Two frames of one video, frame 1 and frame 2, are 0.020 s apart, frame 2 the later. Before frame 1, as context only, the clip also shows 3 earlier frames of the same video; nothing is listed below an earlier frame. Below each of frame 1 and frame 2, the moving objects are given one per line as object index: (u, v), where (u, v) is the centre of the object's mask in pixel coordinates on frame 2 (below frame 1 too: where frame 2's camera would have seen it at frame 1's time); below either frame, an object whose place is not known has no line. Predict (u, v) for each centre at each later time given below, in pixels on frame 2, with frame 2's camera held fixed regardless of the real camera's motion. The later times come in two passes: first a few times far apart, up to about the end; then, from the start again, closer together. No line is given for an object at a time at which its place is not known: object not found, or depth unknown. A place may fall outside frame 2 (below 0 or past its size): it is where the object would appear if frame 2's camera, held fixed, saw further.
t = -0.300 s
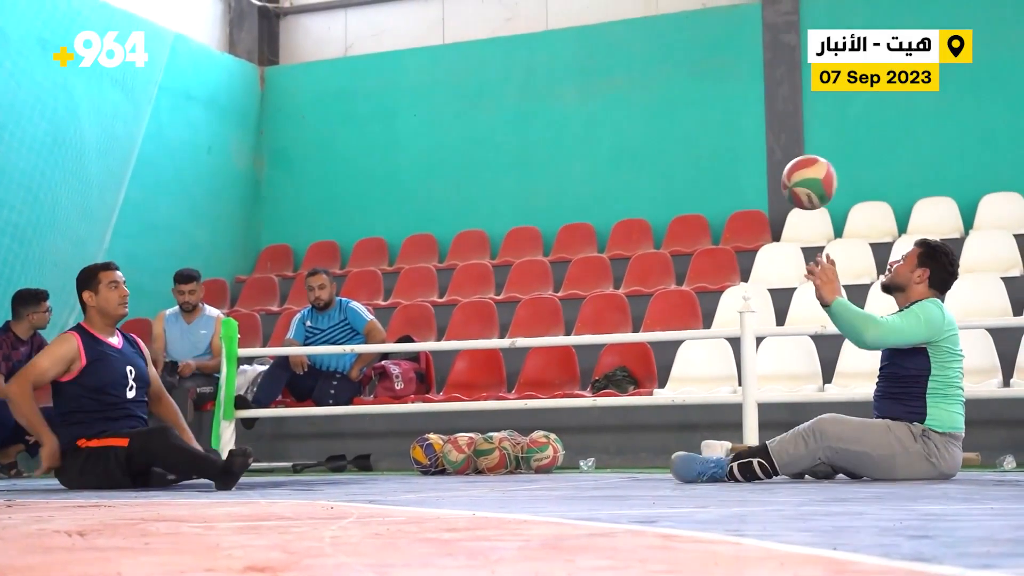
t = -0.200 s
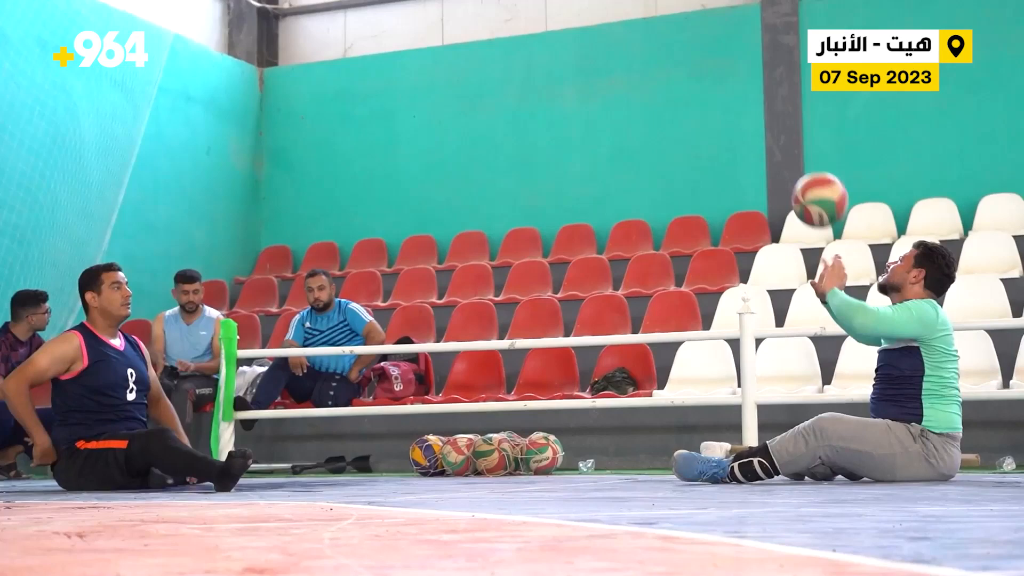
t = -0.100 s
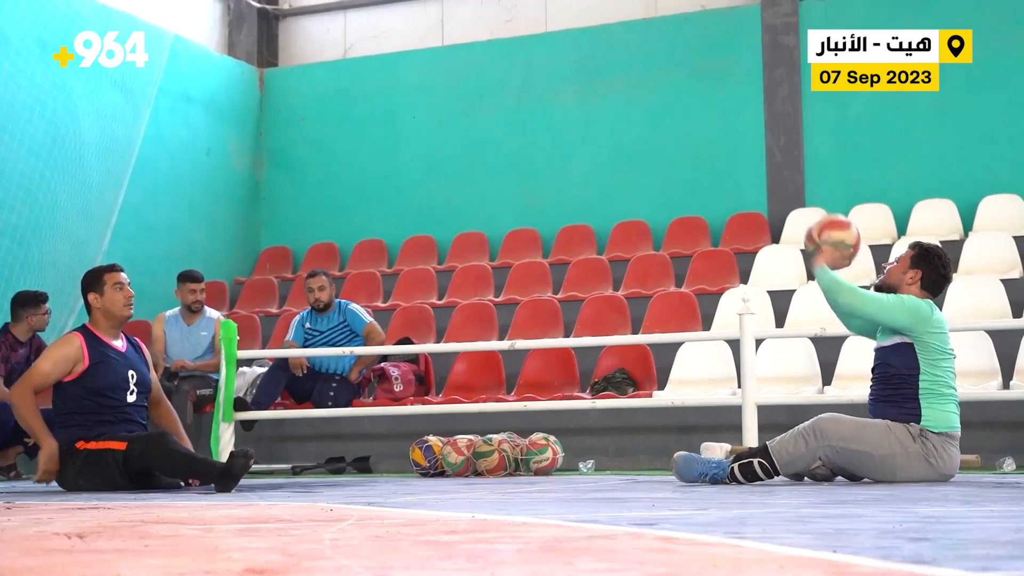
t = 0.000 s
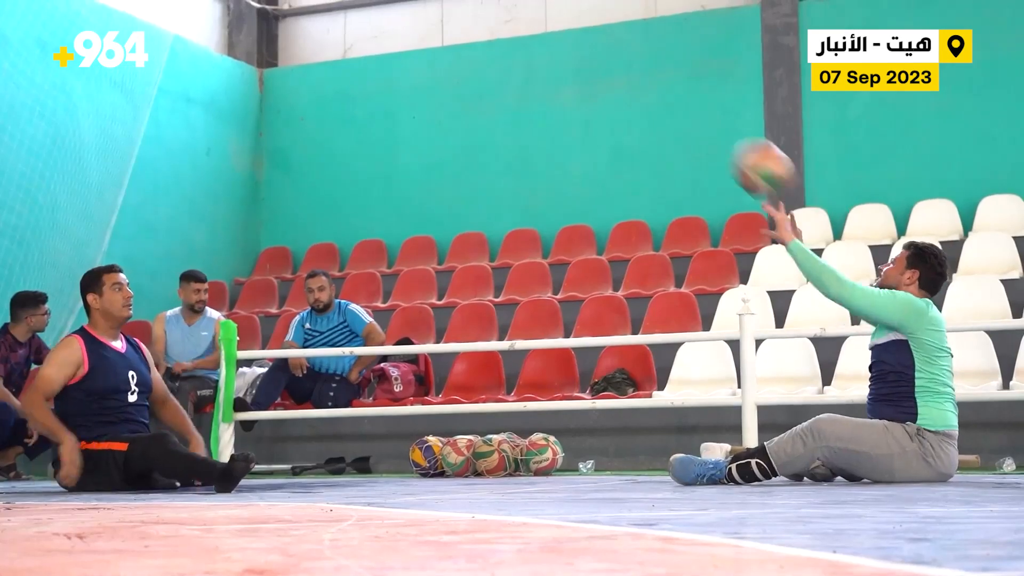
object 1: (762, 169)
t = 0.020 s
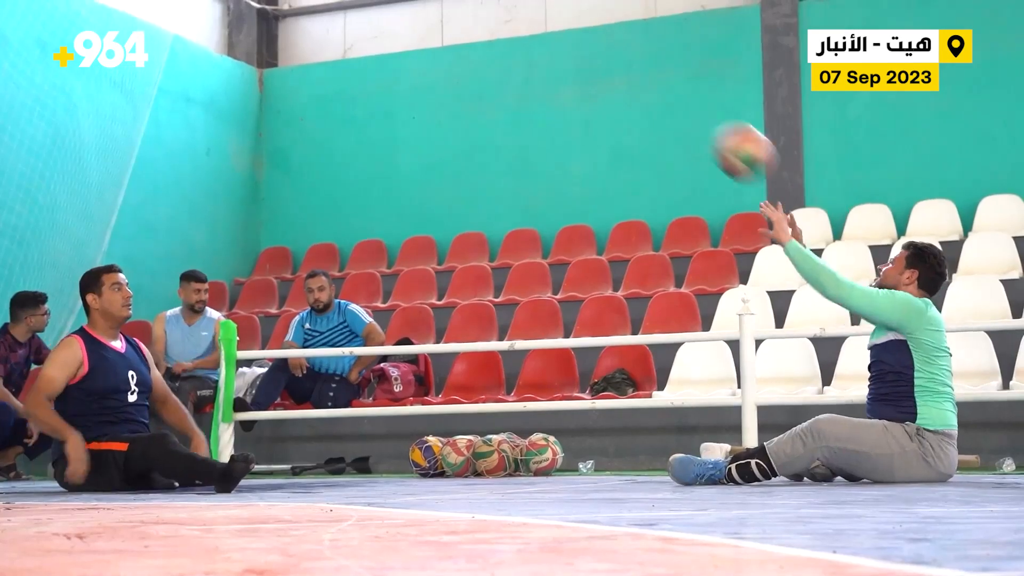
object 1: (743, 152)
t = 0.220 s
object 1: (564, 44)
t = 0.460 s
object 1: (367, 48)
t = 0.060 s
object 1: (705, 121)
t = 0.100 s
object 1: (669, 95)
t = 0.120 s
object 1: (651, 84)
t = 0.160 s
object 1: (616, 65)
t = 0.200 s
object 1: (581, 50)
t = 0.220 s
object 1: (564, 44)
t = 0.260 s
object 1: (528, 35)
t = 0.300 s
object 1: (495, 30)
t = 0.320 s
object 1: (480, 29)
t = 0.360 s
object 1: (446, 30)
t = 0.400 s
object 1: (414, 34)
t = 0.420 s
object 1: (398, 38)
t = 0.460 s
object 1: (367, 48)
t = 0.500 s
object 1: (336, 62)
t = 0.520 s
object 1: (320, 70)
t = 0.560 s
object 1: (290, 87)
